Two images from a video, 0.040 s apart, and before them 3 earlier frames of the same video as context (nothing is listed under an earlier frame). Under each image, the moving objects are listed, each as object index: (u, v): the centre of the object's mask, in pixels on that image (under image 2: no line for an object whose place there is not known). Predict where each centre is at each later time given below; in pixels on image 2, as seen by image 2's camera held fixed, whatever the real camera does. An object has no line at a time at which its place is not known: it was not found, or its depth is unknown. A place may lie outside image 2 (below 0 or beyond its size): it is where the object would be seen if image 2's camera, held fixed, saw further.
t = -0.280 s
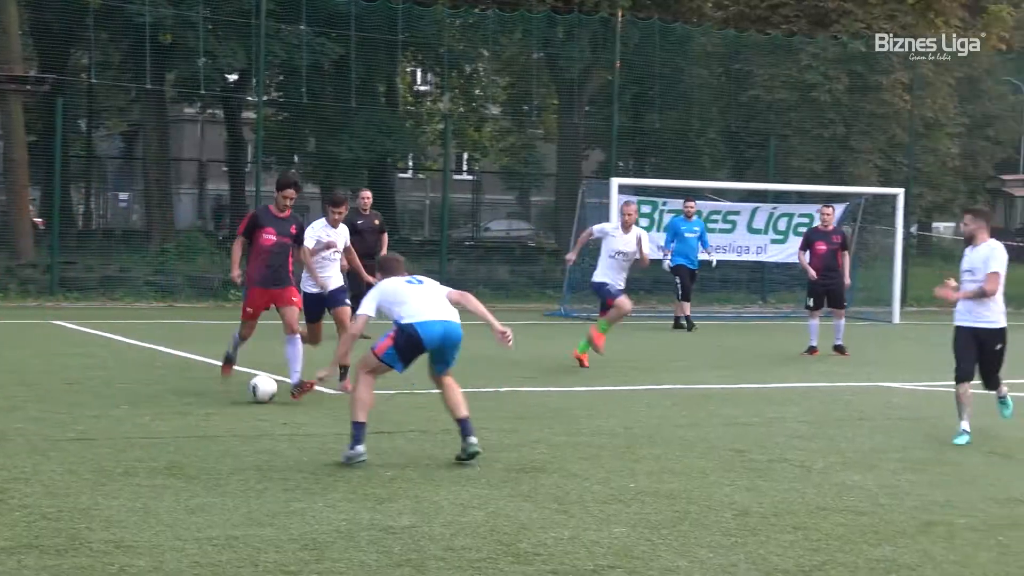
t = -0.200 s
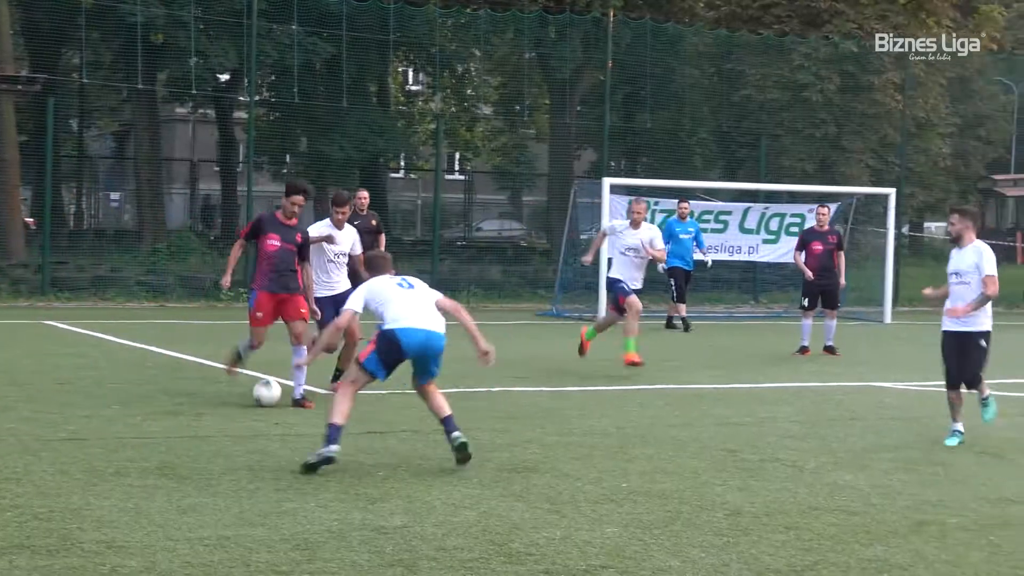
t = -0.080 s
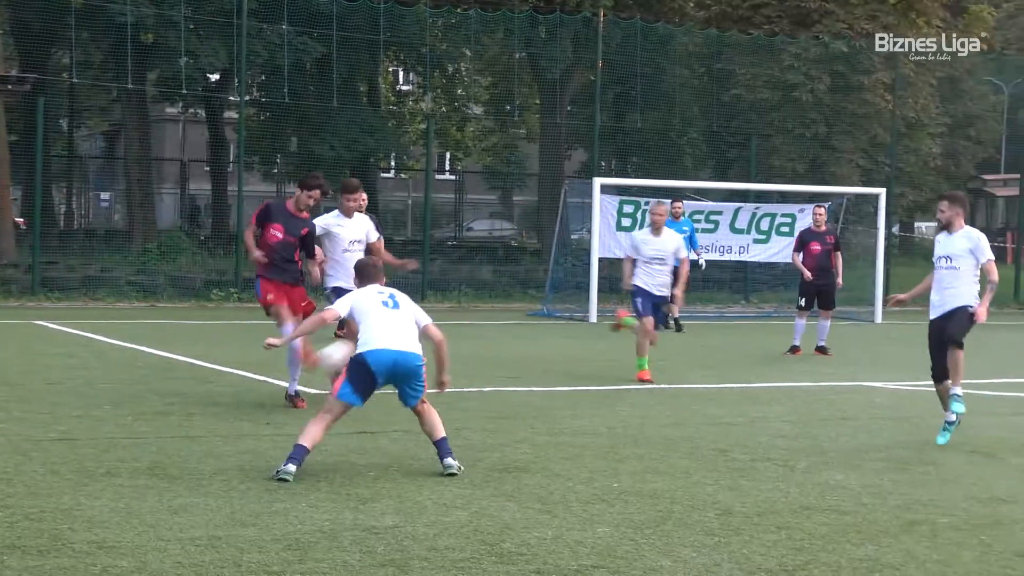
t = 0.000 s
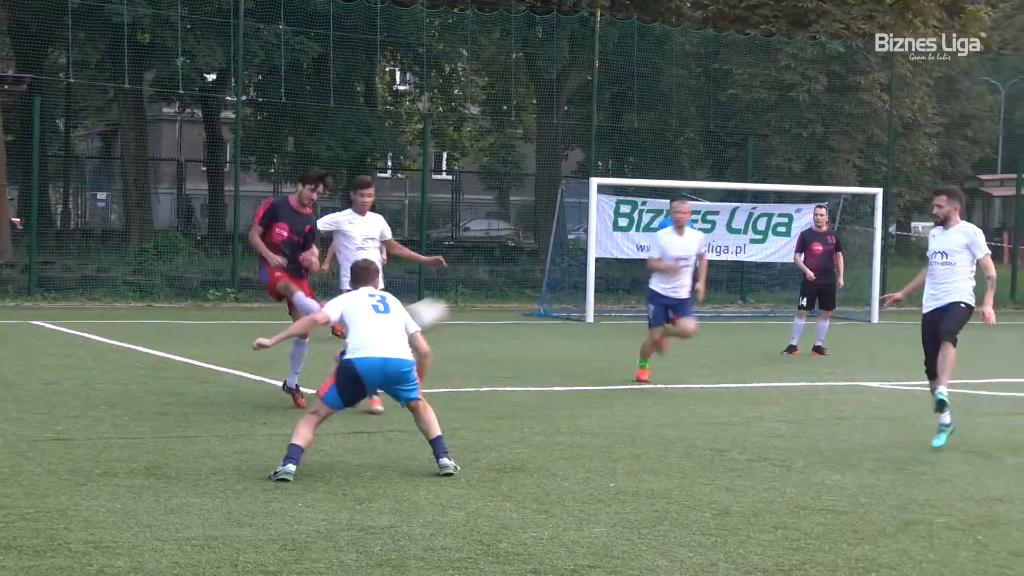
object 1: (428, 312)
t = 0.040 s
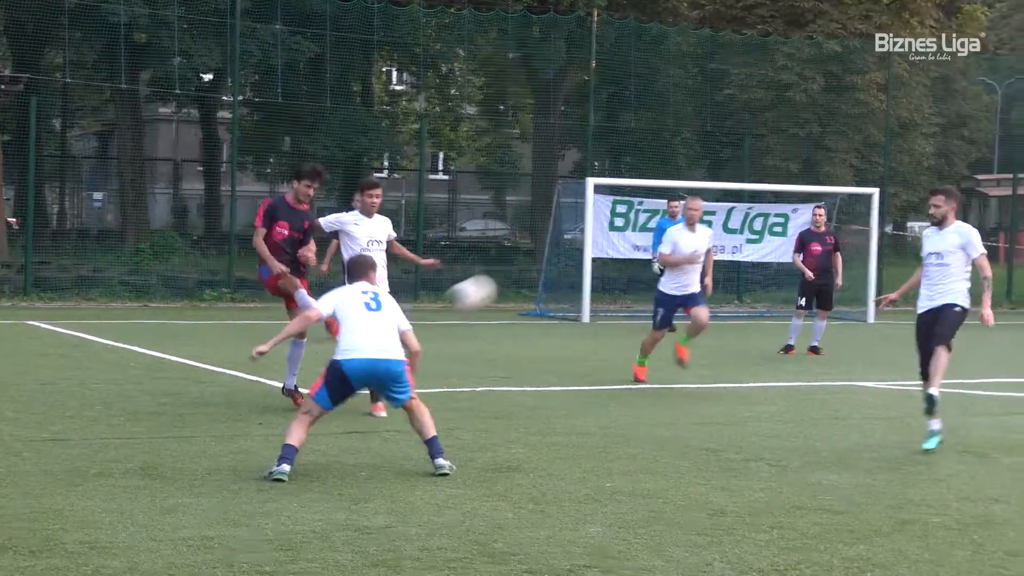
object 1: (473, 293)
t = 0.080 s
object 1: (528, 275)
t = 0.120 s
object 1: (584, 254)
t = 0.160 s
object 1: (649, 234)
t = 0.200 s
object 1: (720, 216)
